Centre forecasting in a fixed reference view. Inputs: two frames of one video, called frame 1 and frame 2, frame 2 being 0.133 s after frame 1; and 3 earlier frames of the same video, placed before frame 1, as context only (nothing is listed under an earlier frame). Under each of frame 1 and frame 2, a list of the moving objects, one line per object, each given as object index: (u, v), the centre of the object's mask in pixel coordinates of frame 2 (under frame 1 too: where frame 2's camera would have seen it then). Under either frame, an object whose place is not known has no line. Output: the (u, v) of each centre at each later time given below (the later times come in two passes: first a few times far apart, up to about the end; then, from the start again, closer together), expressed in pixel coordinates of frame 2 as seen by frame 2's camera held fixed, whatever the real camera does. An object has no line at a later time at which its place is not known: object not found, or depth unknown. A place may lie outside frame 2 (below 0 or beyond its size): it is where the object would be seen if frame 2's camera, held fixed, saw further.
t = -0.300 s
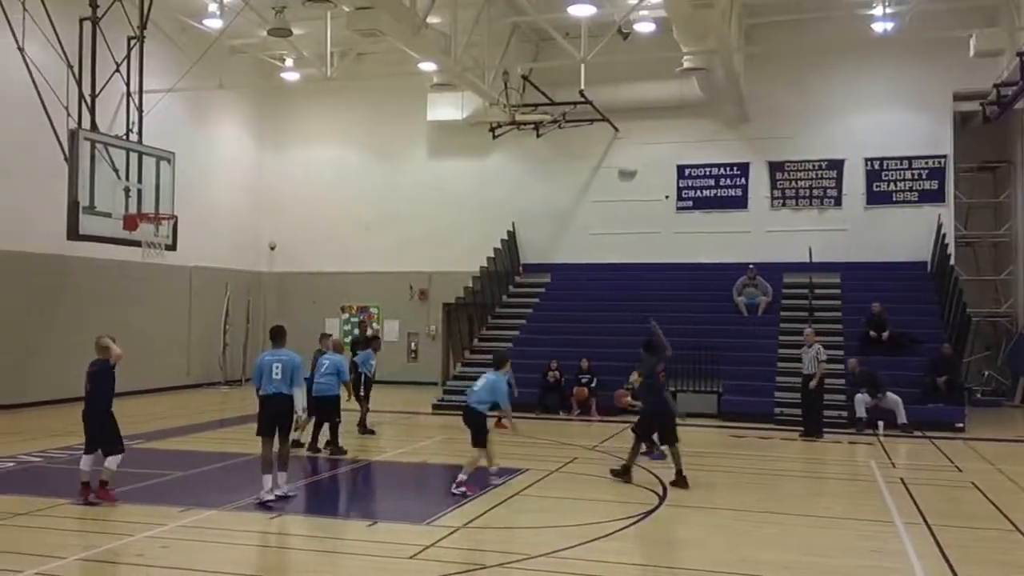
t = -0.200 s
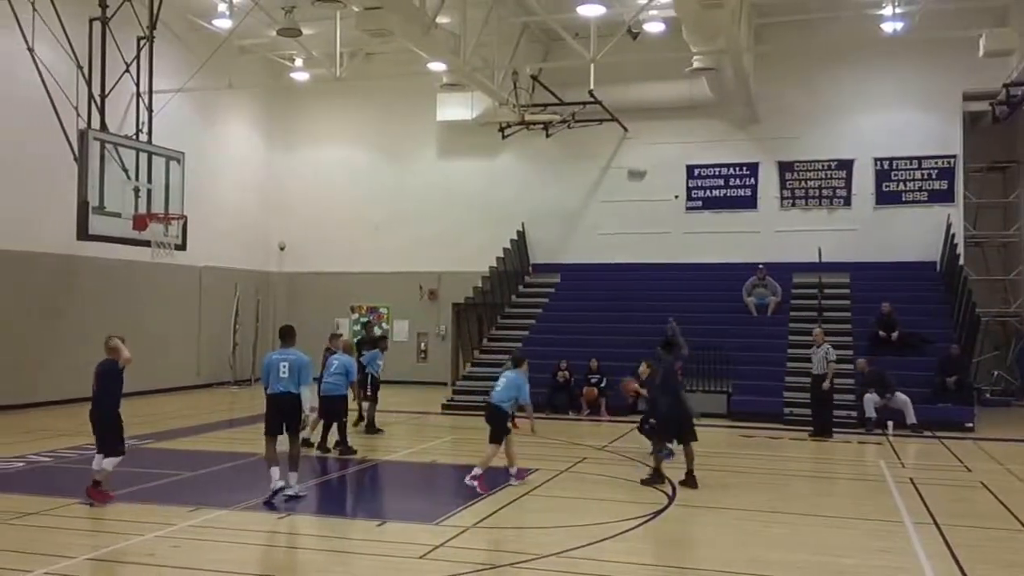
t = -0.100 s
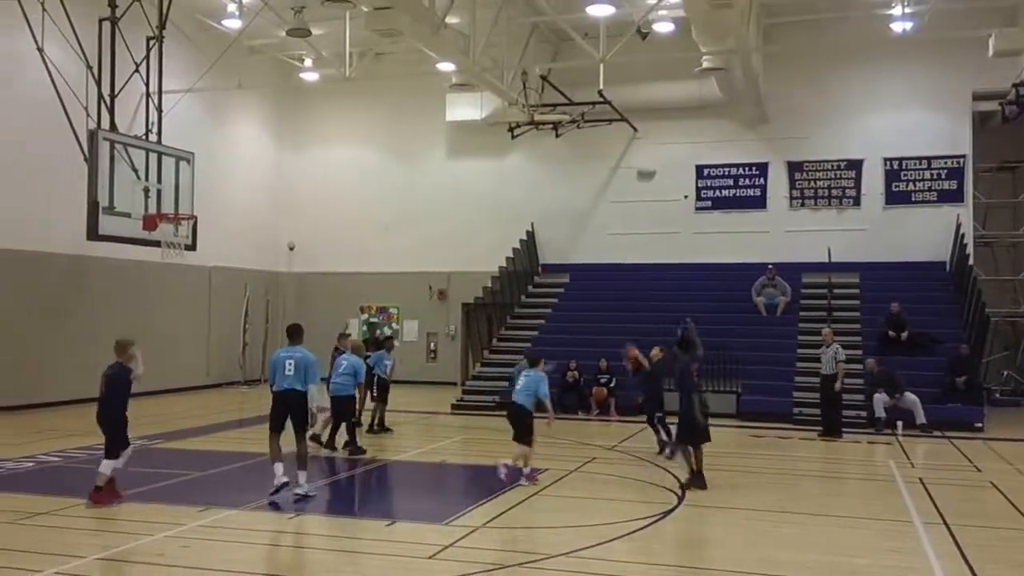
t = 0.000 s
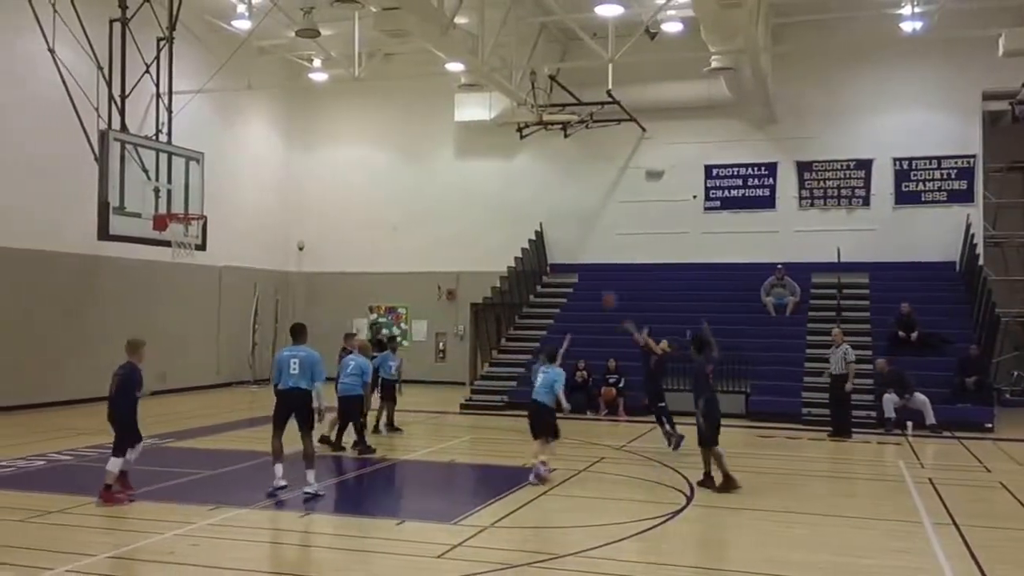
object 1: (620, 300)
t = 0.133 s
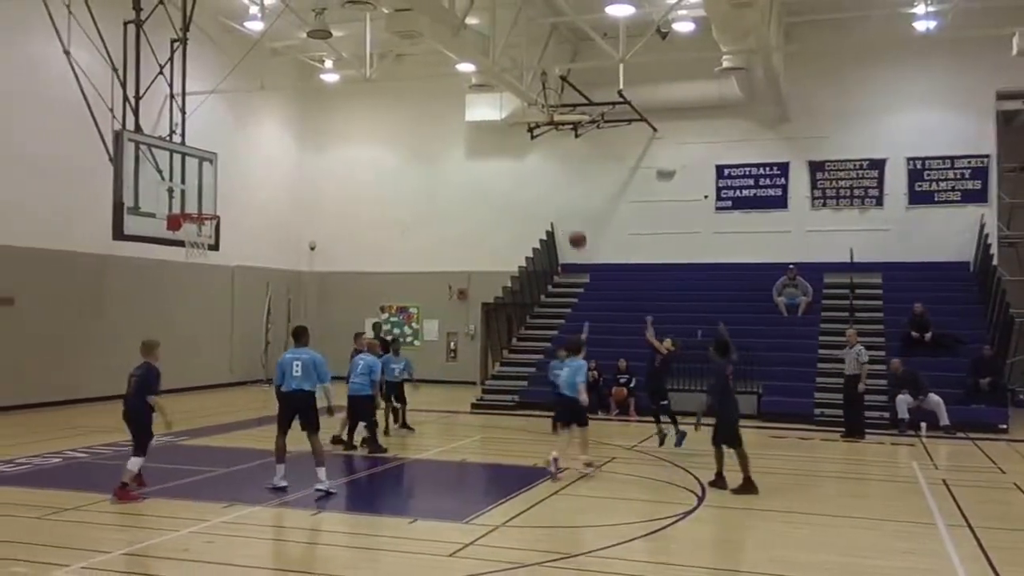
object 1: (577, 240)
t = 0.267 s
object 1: (532, 189)
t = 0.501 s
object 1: (454, 132)
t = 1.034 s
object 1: (274, 147)
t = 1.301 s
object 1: (186, 233)
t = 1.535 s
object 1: (182, 283)
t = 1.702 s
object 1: (181, 344)
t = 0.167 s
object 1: (566, 226)
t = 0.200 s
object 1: (555, 212)
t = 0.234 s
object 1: (544, 201)
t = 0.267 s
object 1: (532, 189)
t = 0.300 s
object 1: (521, 179)
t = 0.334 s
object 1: (510, 169)
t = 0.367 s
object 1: (499, 160)
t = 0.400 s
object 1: (488, 152)
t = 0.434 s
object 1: (476, 145)
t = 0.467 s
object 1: (465, 138)
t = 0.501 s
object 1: (454, 132)
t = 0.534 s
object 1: (442, 126)
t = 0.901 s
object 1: (319, 123)
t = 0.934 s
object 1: (308, 127)
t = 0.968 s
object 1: (297, 133)
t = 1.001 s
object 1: (285, 139)
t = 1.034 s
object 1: (274, 147)
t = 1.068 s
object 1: (263, 156)
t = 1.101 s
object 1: (252, 164)
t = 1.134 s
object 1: (240, 175)
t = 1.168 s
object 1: (228, 185)
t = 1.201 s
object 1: (216, 197)
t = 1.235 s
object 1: (204, 211)
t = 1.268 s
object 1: (193, 223)
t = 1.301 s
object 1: (186, 233)
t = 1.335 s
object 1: (182, 240)
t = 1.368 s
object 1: (179, 244)
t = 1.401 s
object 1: (178, 249)
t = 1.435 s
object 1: (177, 256)
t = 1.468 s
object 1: (182, 265)
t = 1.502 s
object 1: (183, 274)
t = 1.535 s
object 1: (182, 283)
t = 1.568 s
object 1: (182, 294)
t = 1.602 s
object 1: (181, 304)
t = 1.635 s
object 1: (181, 317)
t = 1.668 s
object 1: (182, 330)
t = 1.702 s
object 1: (181, 344)
